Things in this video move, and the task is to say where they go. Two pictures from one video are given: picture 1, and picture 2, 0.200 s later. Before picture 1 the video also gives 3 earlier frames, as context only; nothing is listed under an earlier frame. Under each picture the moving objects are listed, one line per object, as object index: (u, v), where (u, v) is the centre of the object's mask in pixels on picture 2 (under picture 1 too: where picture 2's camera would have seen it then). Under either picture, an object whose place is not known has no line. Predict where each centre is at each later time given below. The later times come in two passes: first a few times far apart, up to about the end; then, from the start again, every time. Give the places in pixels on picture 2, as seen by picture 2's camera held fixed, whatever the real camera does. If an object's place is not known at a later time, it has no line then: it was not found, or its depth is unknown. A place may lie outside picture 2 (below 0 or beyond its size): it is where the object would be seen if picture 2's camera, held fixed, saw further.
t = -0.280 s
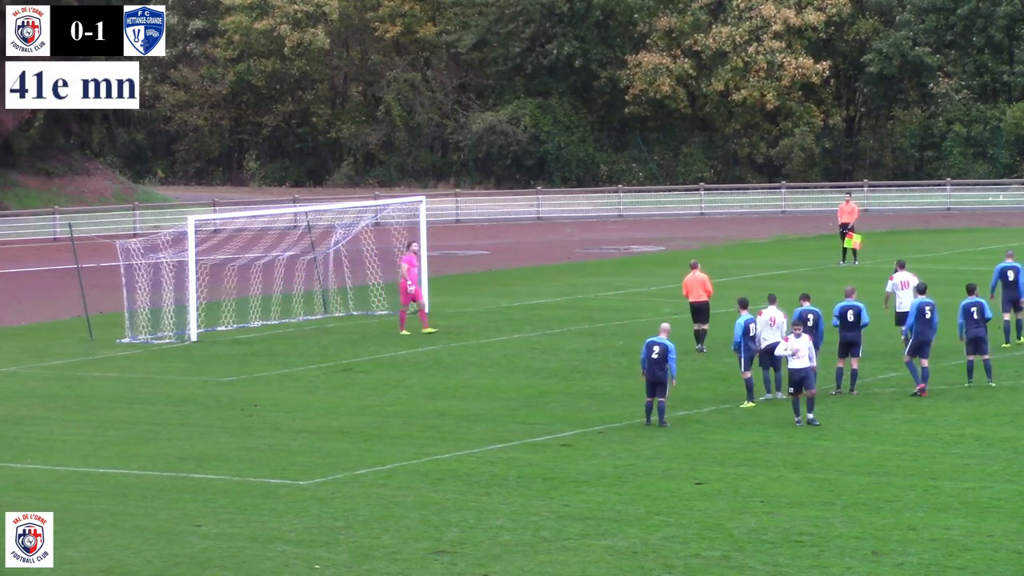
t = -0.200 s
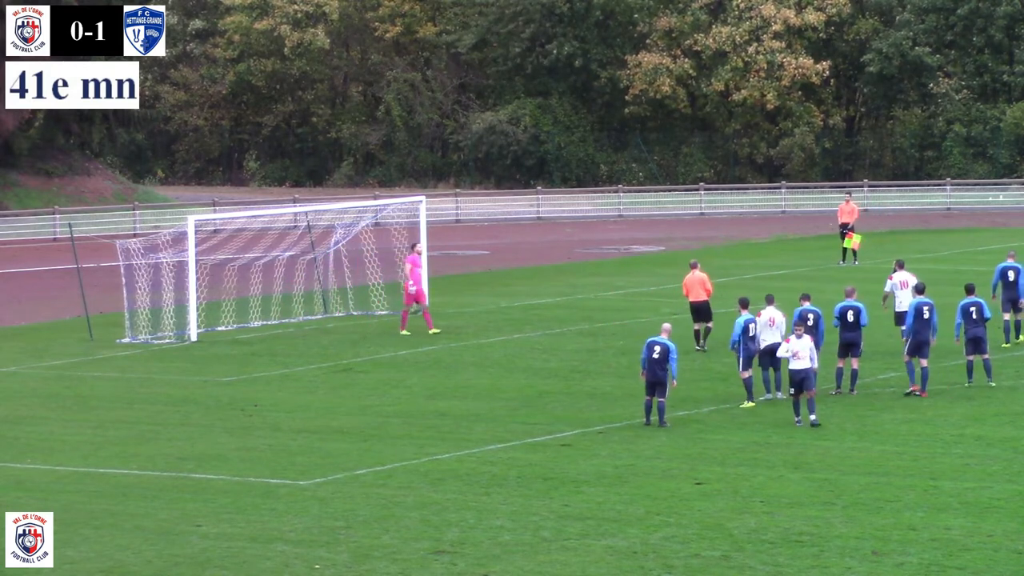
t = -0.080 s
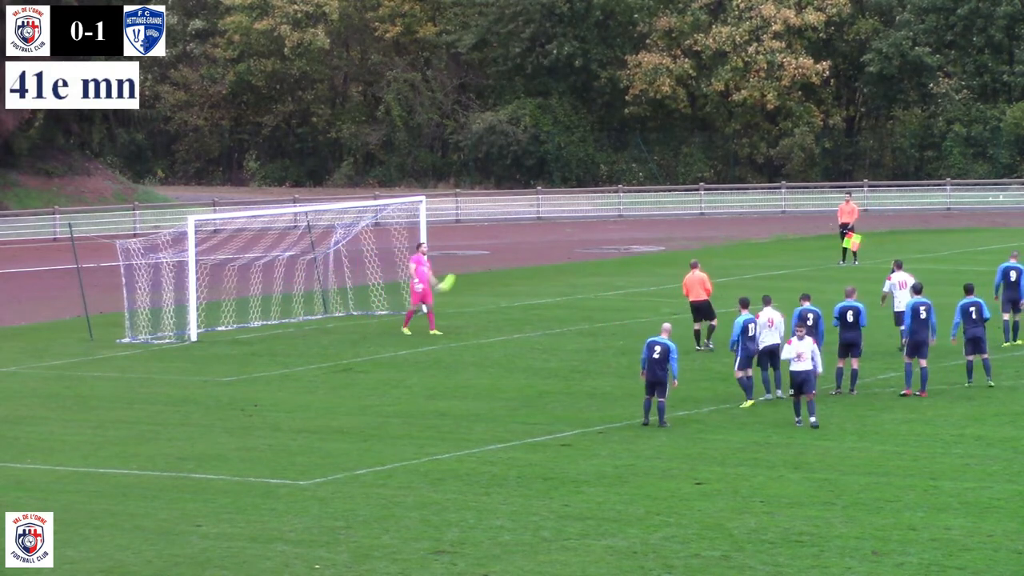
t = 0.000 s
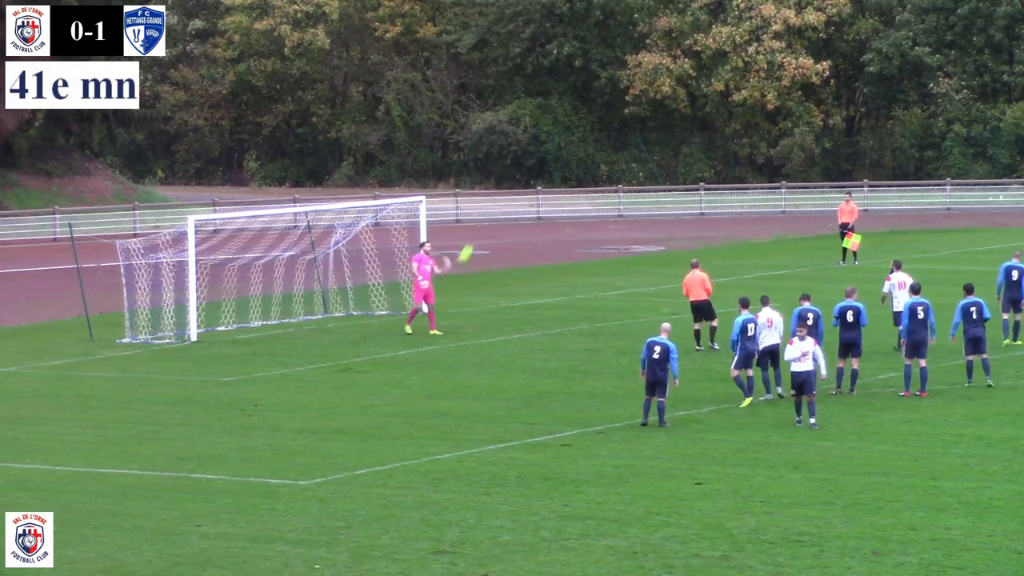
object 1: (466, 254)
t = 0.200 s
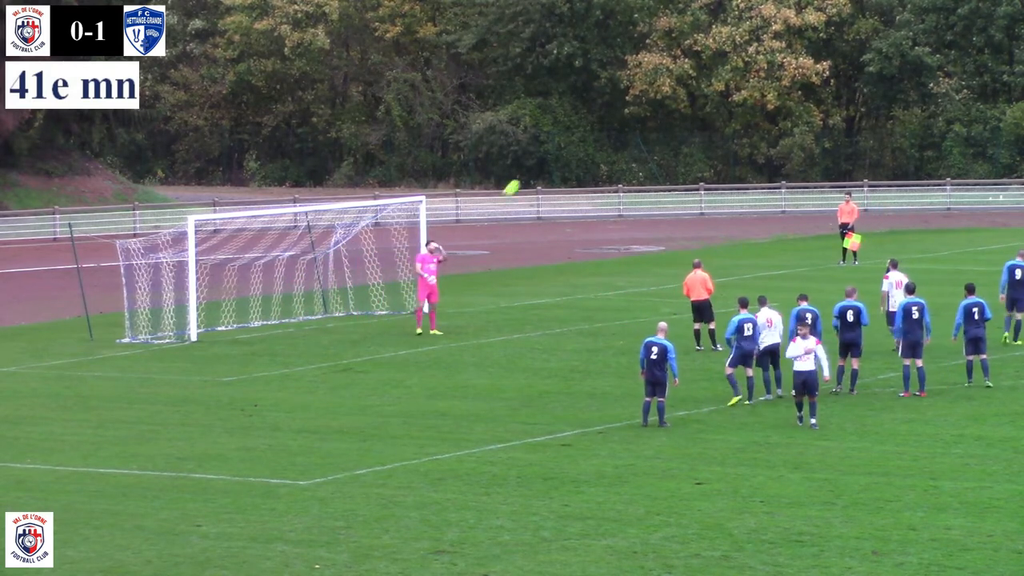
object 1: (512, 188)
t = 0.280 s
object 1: (530, 169)
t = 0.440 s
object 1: (568, 138)
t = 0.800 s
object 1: (656, 116)
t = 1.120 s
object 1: (735, 154)
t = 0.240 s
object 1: (522, 178)
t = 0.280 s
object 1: (530, 169)
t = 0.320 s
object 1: (539, 160)
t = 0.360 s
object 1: (549, 151)
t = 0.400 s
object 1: (559, 144)
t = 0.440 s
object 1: (568, 138)
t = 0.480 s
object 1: (578, 132)
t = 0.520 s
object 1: (588, 127)
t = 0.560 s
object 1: (597, 123)
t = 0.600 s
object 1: (607, 120)
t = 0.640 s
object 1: (617, 117)
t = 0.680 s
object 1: (626, 116)
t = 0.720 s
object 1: (636, 115)
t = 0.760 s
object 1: (646, 115)
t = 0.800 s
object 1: (656, 116)
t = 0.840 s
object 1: (666, 118)
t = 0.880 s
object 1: (675, 121)
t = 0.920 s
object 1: (685, 124)
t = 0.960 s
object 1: (695, 128)
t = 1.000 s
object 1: (705, 133)
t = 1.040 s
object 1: (715, 139)
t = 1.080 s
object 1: (725, 146)
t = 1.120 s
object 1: (735, 154)
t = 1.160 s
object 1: (744, 162)
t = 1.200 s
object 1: (754, 172)
